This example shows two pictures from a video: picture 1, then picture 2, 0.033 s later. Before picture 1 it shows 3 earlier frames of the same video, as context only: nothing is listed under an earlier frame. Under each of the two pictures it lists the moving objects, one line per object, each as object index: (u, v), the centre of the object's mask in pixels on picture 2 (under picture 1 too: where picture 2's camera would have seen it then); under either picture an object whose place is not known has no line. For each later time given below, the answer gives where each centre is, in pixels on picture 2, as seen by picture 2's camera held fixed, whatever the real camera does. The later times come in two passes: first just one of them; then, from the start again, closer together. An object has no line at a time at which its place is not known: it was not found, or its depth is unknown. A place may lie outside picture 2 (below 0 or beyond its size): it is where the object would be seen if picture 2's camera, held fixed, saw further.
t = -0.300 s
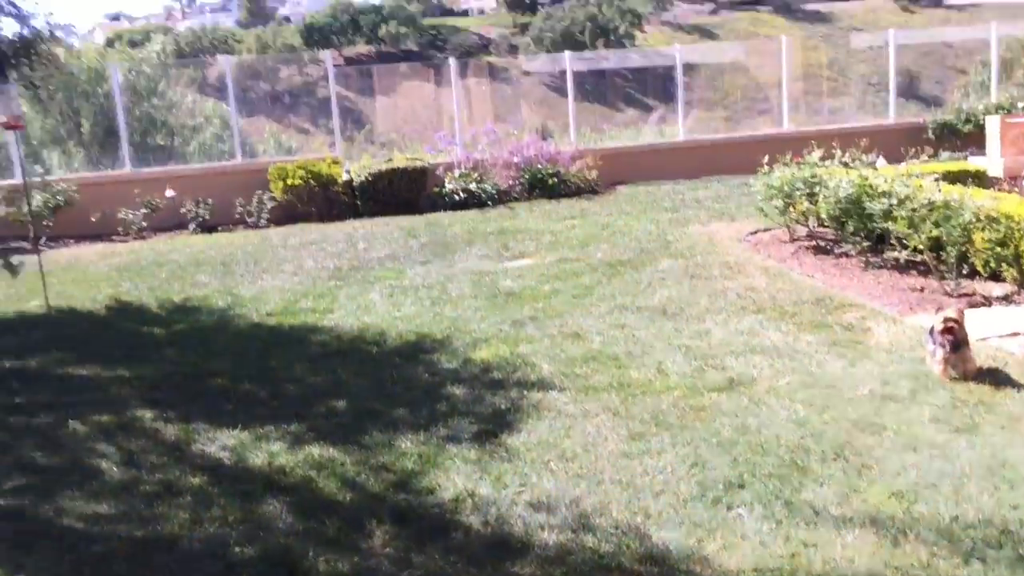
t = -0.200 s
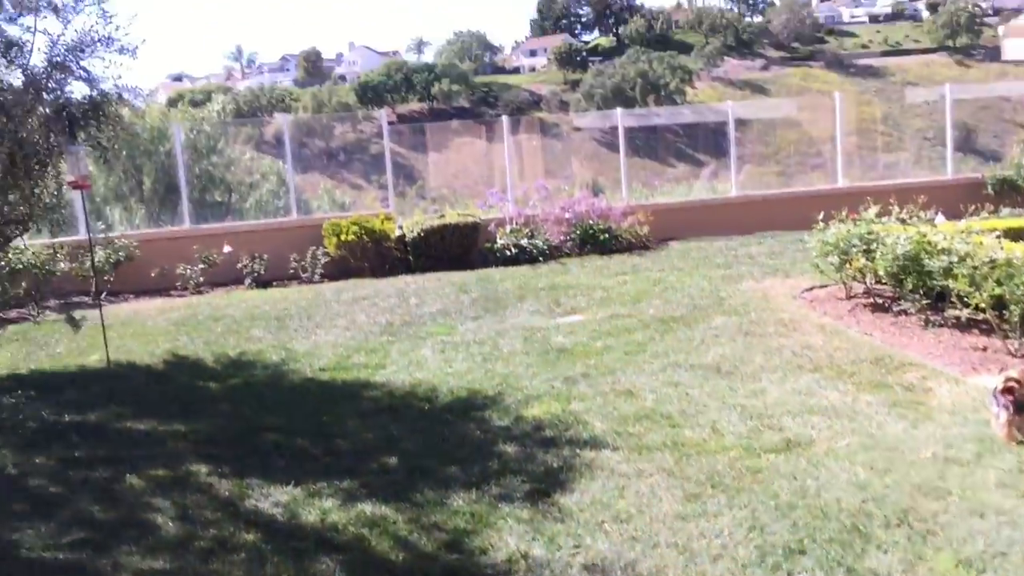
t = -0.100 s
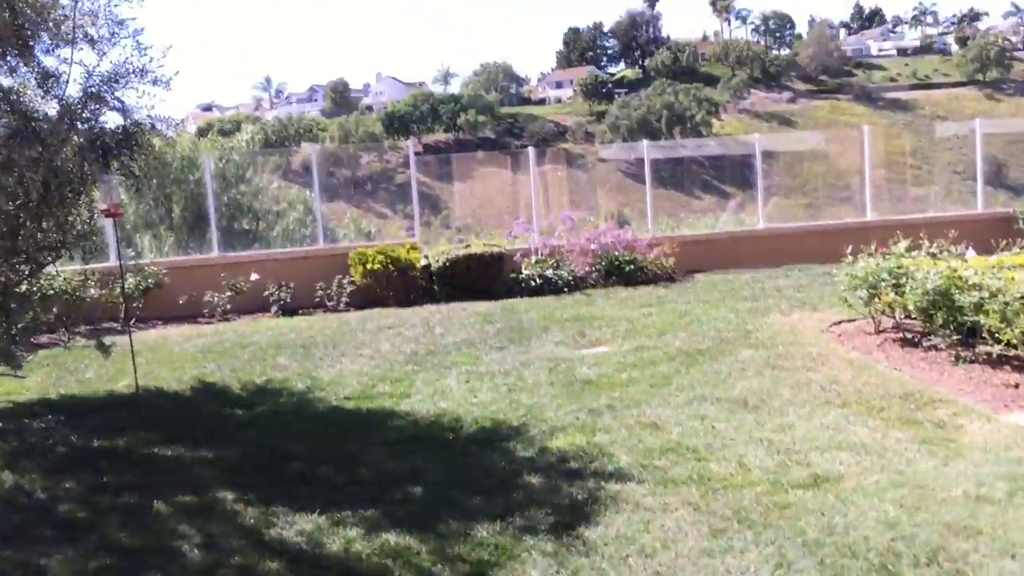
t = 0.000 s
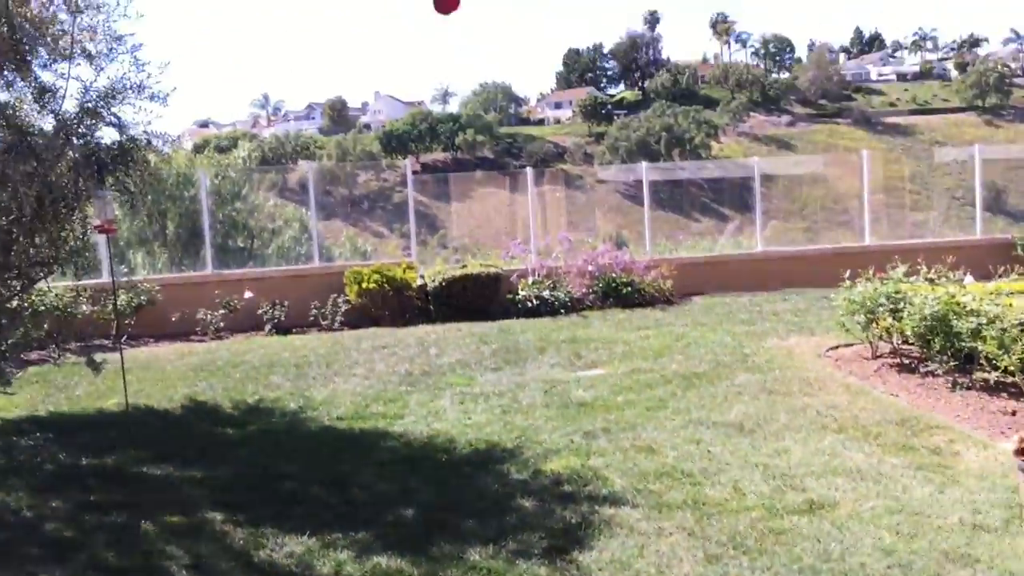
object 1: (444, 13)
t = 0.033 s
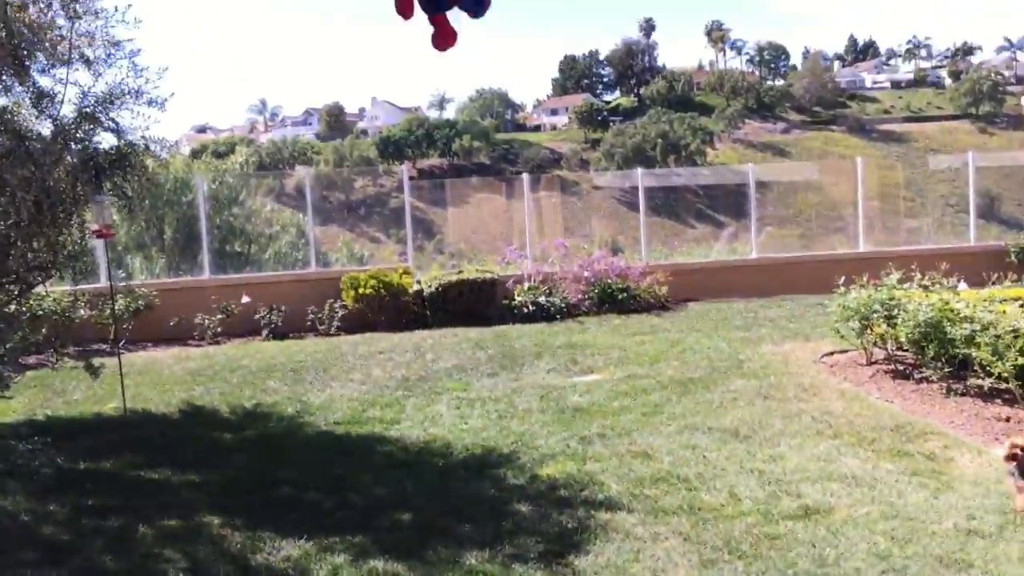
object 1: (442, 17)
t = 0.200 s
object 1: (447, 174)
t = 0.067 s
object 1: (442, 31)
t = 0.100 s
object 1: (442, 51)
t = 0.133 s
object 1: (443, 91)
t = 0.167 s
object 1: (446, 133)
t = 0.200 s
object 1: (447, 174)
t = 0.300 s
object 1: (461, 308)
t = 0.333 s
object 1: (463, 355)
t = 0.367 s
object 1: (467, 403)
